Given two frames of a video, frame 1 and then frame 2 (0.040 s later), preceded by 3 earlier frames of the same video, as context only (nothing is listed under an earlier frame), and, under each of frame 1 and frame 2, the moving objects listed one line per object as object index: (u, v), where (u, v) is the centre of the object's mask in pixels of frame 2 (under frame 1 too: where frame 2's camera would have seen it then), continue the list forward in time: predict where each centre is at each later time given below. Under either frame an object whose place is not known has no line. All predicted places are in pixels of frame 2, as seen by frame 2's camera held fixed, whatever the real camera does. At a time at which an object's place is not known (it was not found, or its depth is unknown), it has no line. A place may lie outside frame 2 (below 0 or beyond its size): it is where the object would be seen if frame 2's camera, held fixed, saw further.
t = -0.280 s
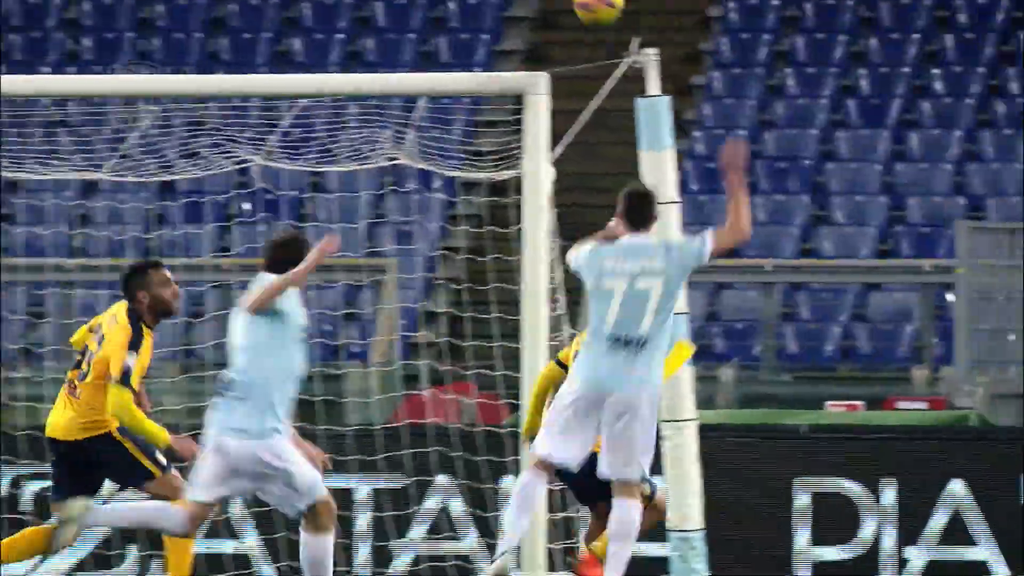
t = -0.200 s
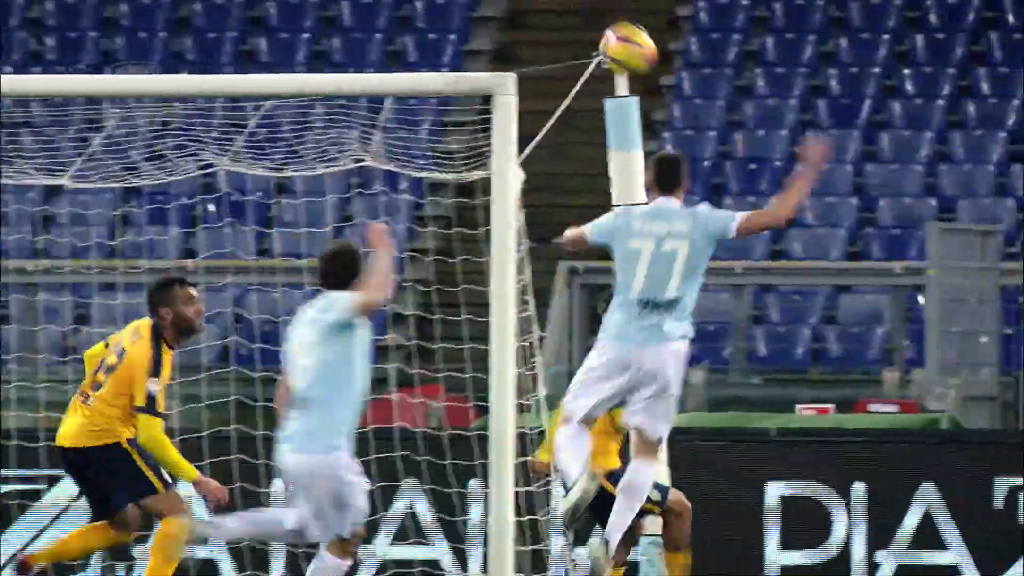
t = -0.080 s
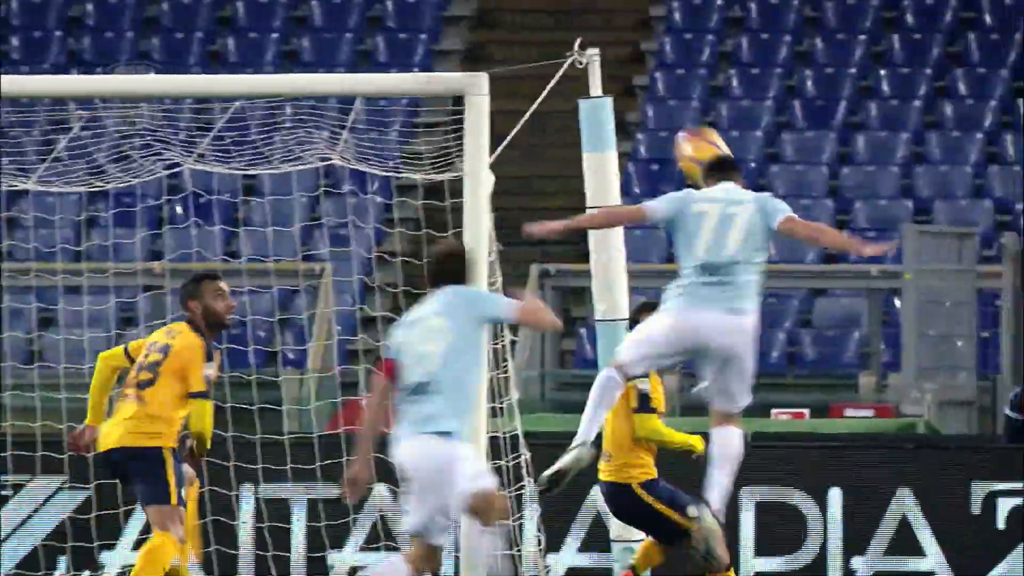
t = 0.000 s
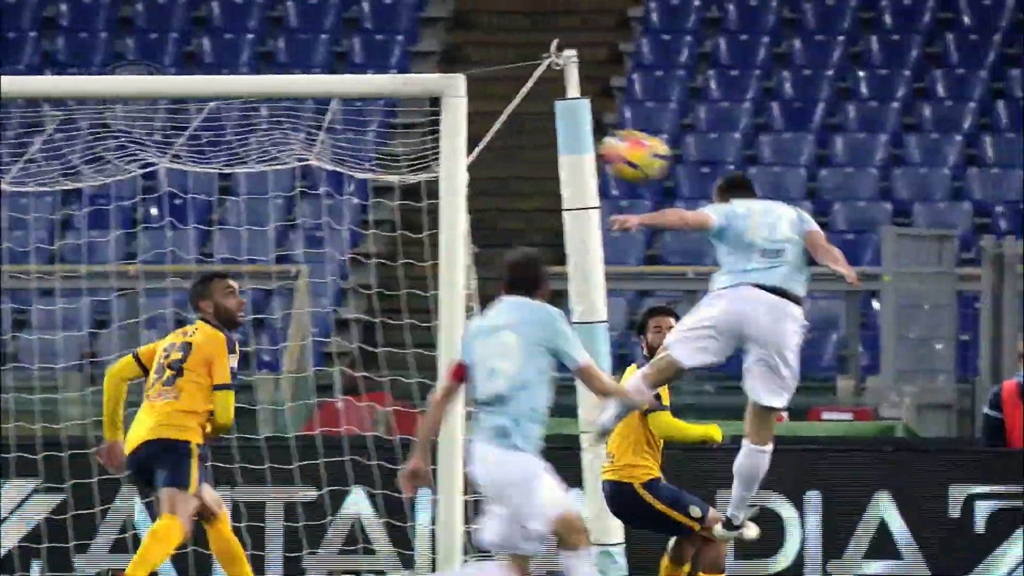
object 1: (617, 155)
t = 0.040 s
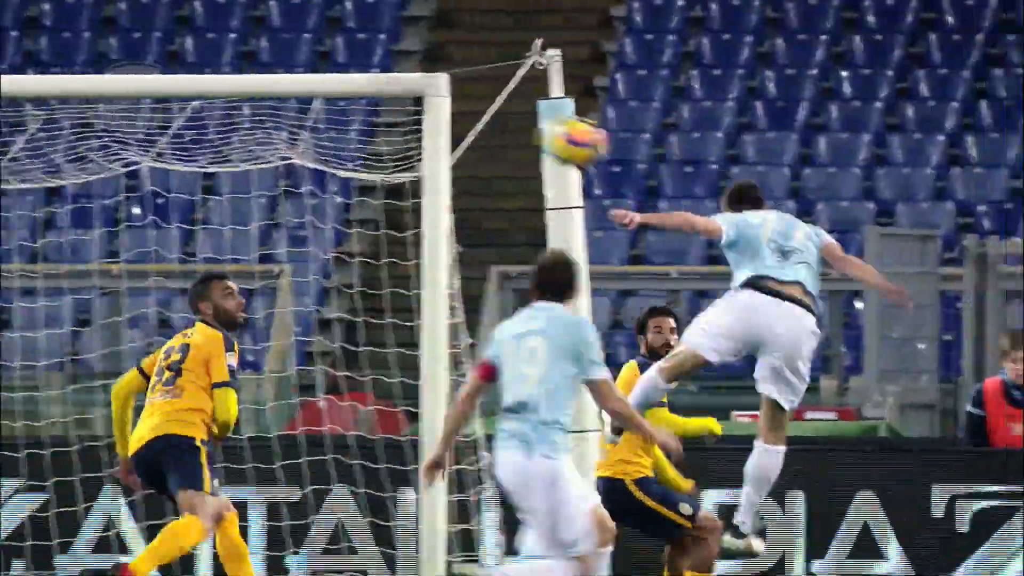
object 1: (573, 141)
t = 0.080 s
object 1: (524, 128)
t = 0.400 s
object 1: (155, 162)
